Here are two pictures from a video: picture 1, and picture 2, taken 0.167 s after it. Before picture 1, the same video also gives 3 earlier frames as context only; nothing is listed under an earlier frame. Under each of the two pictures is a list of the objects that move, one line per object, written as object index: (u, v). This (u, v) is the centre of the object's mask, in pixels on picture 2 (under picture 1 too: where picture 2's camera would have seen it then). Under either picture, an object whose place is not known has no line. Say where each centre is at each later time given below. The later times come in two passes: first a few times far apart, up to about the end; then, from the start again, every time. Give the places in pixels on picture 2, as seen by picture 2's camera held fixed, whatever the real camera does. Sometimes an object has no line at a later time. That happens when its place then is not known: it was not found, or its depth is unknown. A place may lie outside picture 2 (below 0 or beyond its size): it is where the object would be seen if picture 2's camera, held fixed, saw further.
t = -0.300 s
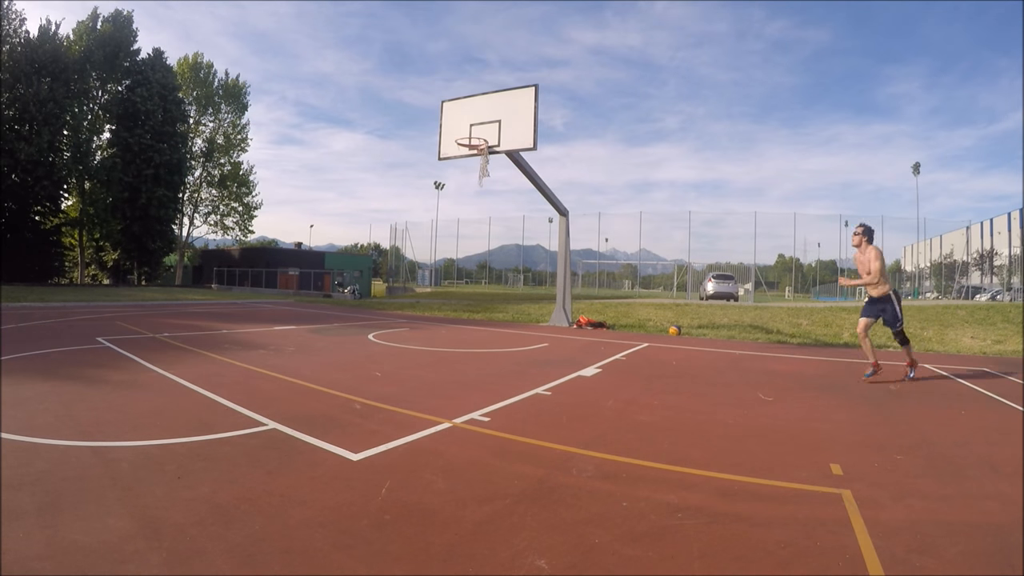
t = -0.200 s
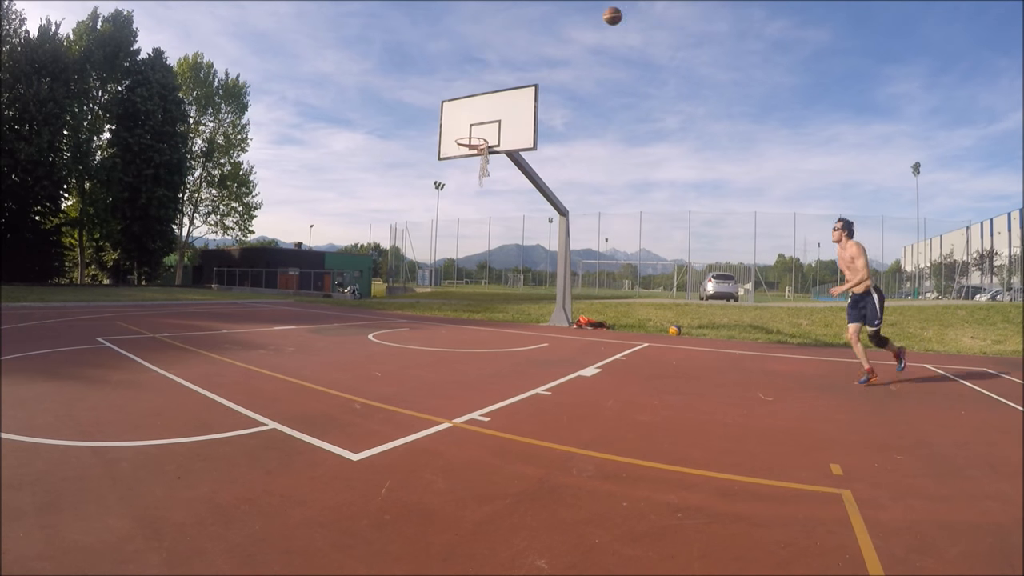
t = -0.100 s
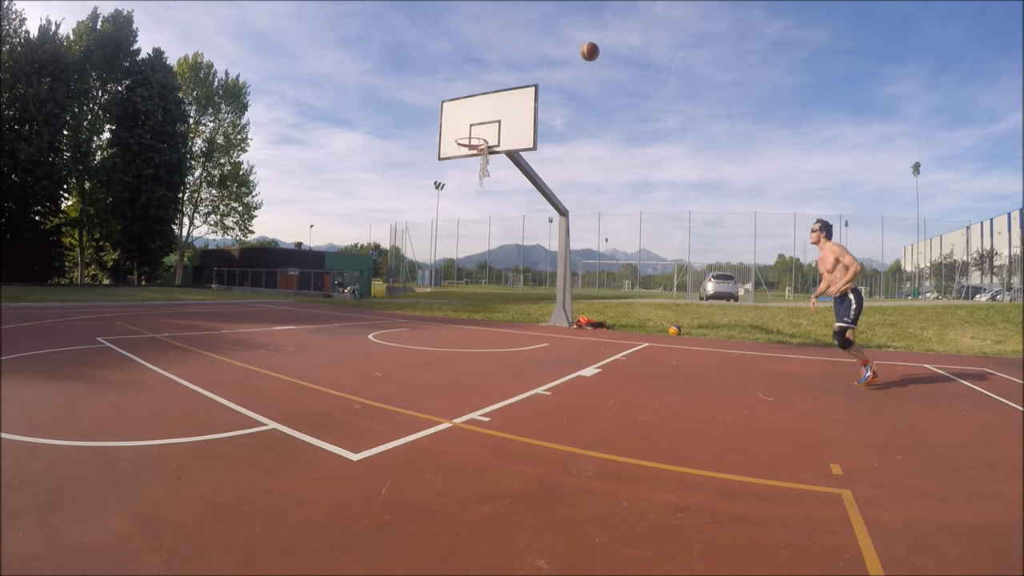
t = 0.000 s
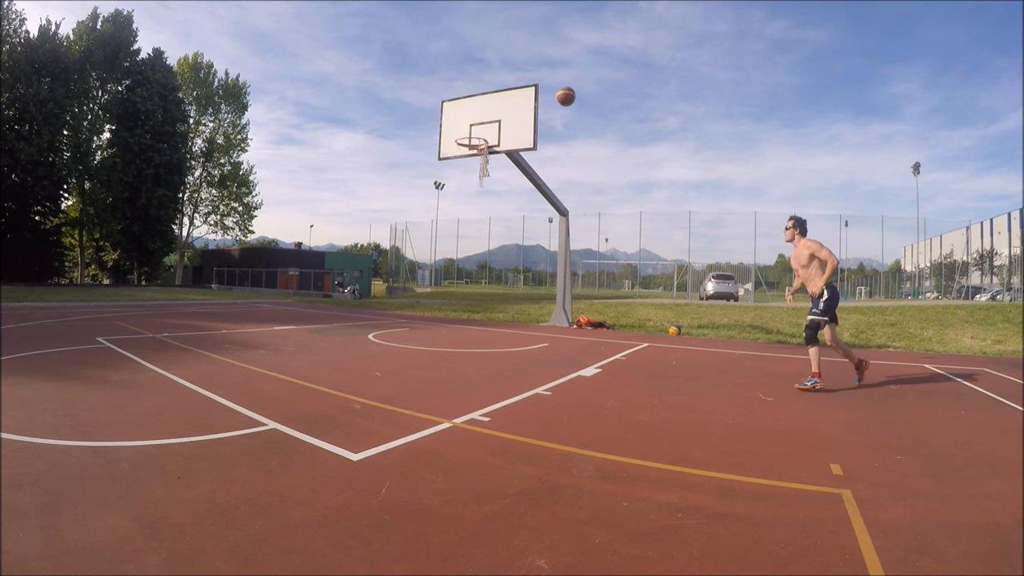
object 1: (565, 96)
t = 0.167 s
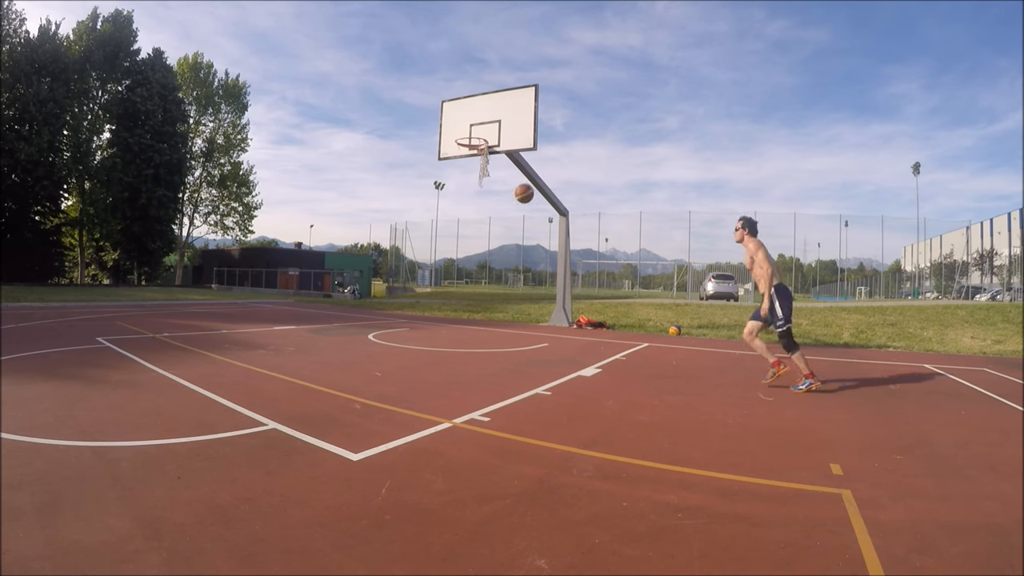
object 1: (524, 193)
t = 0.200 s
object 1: (515, 215)
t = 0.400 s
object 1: (472, 324)
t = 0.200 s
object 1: (515, 215)
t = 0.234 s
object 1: (507, 239)
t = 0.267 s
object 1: (498, 263)
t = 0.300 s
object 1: (491, 288)
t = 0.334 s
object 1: (482, 313)
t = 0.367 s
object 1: (474, 339)
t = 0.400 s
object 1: (472, 324)
